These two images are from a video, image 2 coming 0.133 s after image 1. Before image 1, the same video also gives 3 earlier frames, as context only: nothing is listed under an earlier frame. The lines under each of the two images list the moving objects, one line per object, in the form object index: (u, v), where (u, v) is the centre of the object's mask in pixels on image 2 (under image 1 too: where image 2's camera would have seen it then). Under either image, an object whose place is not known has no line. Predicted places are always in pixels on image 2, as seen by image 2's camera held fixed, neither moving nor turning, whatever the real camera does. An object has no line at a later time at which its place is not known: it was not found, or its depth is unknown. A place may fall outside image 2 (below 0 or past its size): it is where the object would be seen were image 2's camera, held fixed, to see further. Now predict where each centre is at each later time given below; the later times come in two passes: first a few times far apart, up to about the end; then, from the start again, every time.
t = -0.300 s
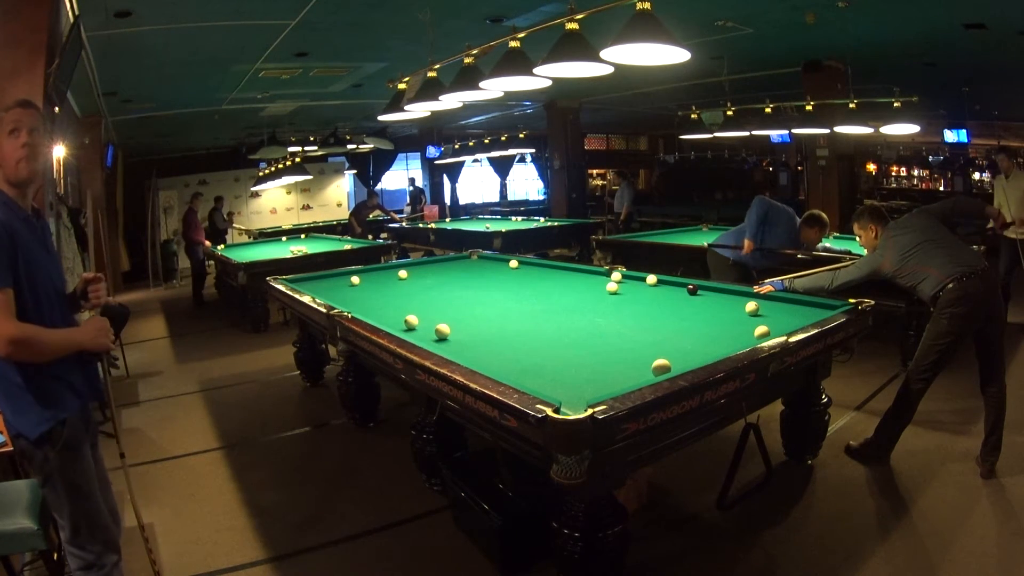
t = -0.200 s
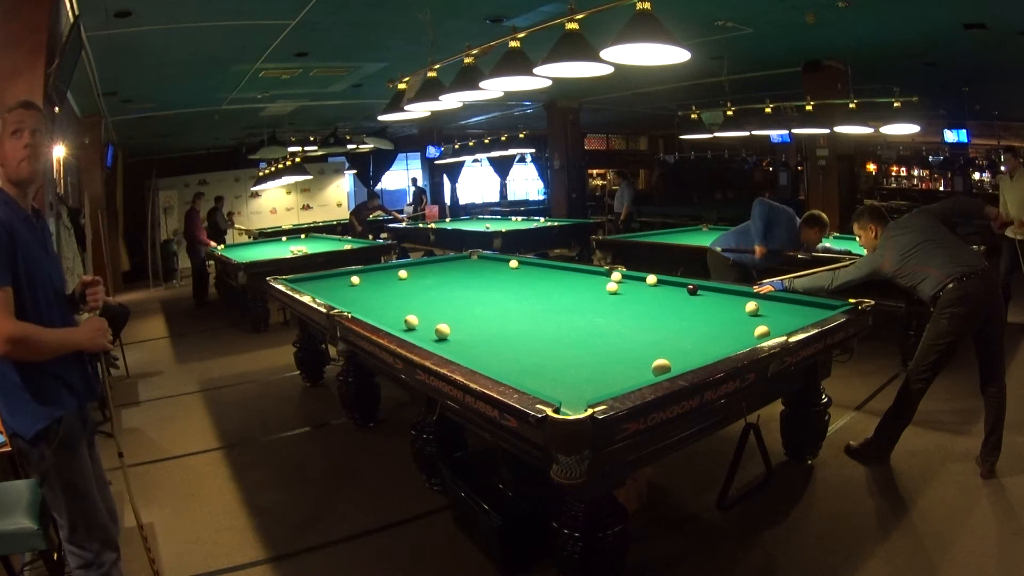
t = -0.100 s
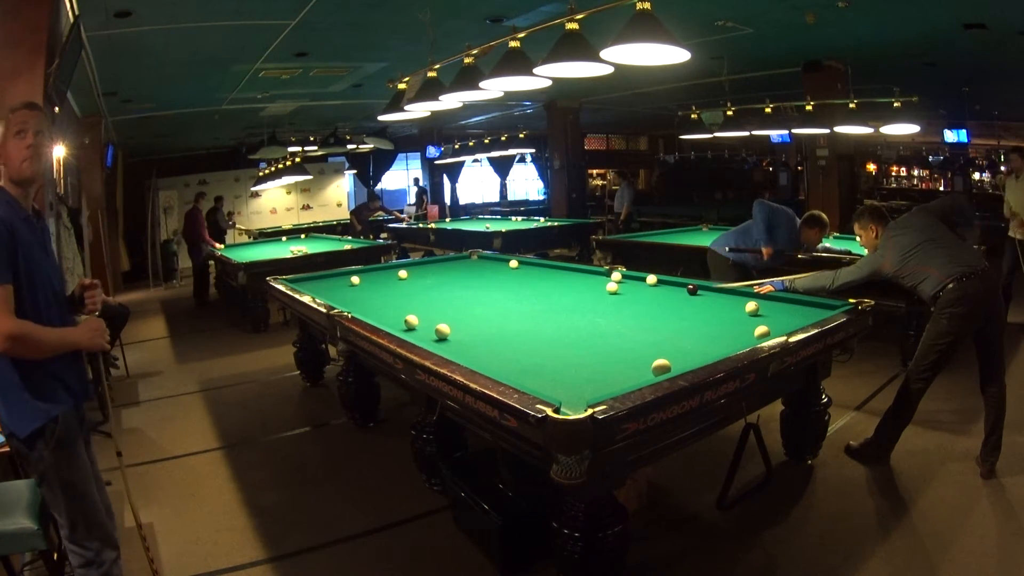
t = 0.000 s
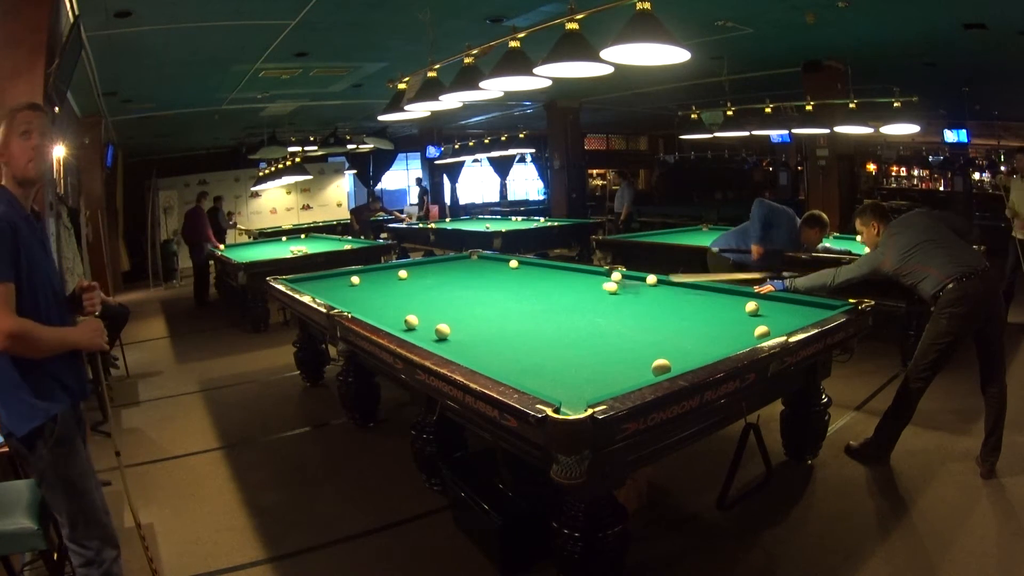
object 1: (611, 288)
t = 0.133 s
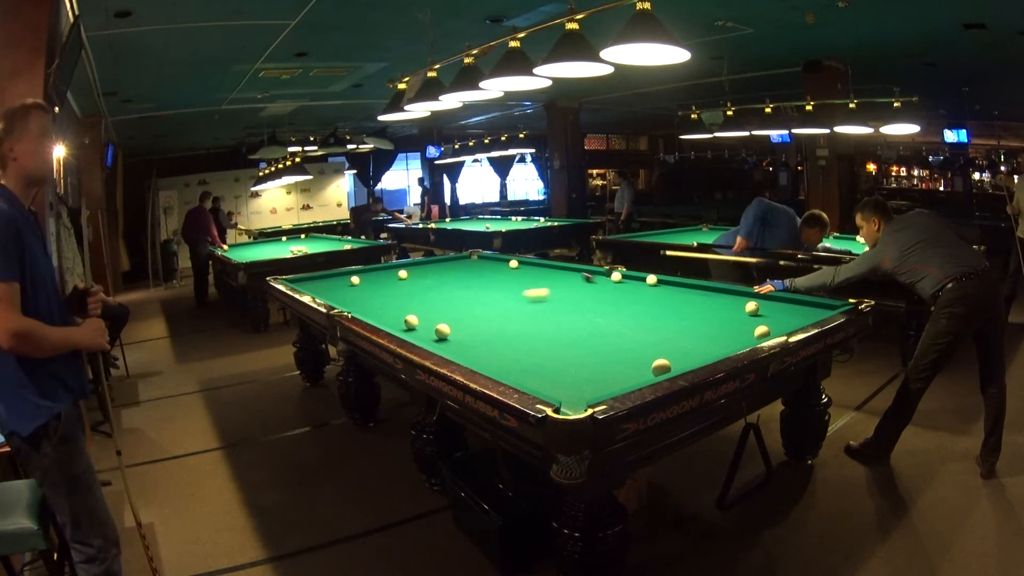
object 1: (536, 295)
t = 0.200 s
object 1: (497, 299)
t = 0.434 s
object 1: (368, 311)
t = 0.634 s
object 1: (408, 307)
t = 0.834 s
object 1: (451, 302)
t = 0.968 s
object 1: (479, 298)
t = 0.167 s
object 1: (517, 297)
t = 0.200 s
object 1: (497, 299)
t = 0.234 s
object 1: (478, 301)
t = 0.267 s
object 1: (458, 303)
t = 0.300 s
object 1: (439, 305)
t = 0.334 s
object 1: (421, 307)
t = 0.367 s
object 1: (402, 308)
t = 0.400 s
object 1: (384, 310)
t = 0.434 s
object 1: (368, 311)
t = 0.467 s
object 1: (362, 310)
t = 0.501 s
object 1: (371, 311)
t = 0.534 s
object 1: (381, 310)
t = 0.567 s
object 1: (390, 309)
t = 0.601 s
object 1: (399, 308)
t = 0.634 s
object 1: (408, 307)
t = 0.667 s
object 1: (415, 306)
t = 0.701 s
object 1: (422, 305)
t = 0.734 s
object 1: (429, 304)
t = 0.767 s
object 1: (437, 303)
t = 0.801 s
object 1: (444, 303)
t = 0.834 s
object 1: (451, 302)
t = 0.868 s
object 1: (458, 301)
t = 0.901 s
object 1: (466, 300)
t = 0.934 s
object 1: (472, 299)
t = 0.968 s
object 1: (479, 298)
